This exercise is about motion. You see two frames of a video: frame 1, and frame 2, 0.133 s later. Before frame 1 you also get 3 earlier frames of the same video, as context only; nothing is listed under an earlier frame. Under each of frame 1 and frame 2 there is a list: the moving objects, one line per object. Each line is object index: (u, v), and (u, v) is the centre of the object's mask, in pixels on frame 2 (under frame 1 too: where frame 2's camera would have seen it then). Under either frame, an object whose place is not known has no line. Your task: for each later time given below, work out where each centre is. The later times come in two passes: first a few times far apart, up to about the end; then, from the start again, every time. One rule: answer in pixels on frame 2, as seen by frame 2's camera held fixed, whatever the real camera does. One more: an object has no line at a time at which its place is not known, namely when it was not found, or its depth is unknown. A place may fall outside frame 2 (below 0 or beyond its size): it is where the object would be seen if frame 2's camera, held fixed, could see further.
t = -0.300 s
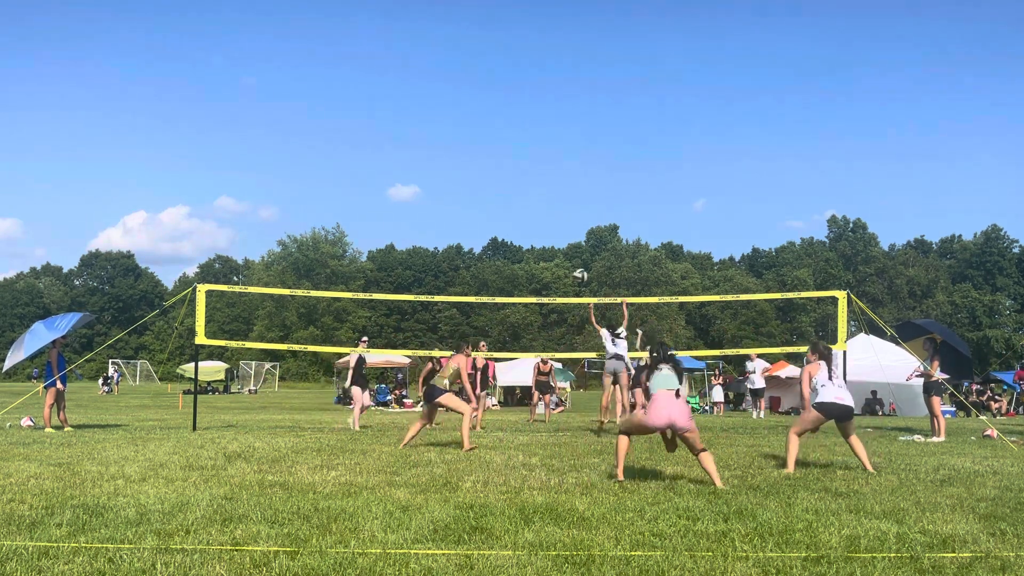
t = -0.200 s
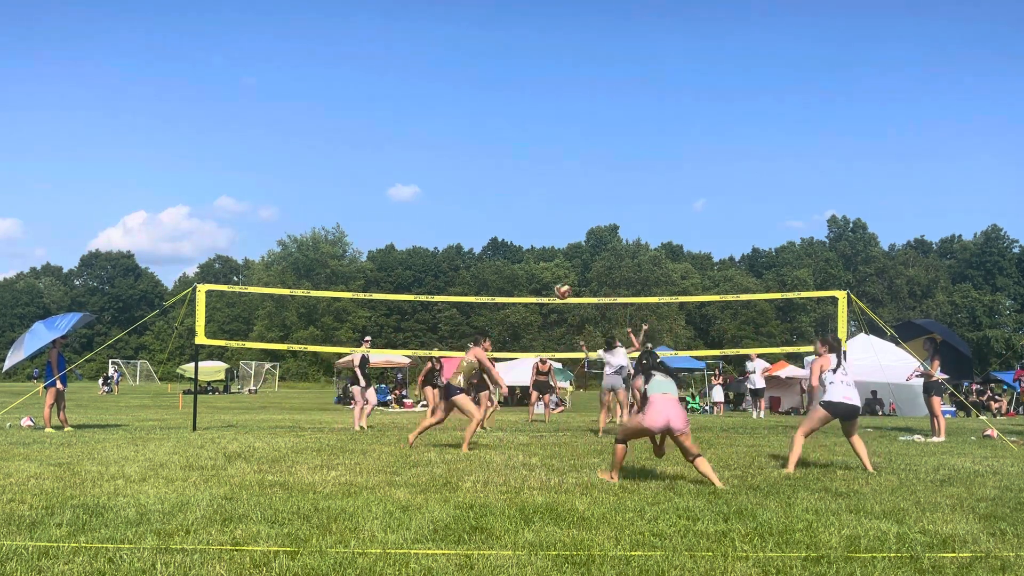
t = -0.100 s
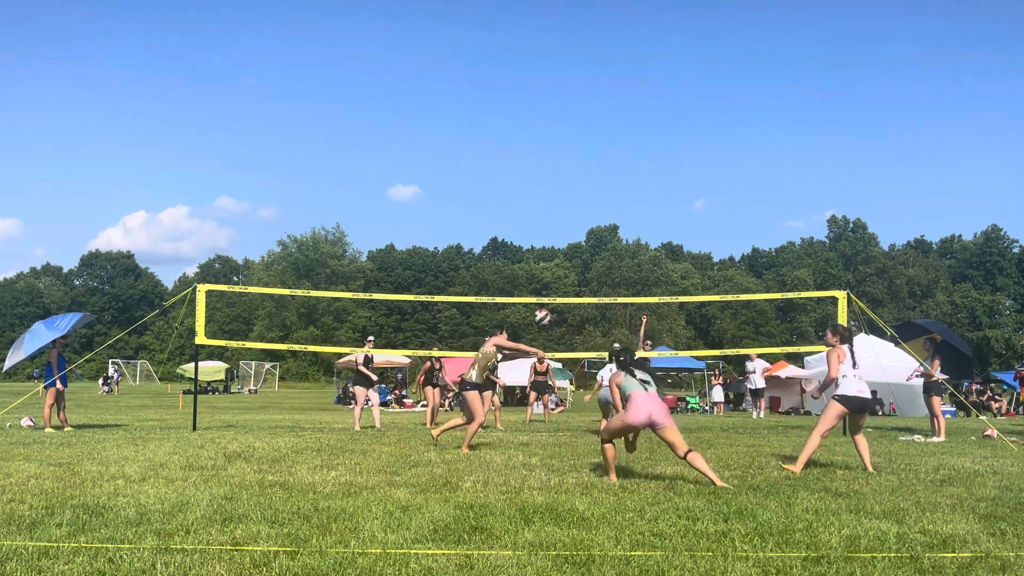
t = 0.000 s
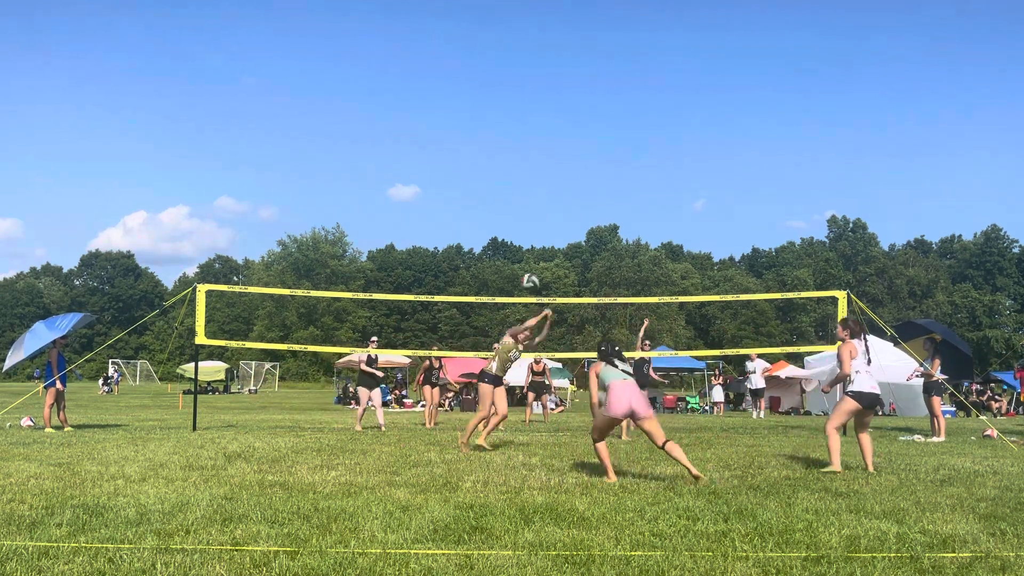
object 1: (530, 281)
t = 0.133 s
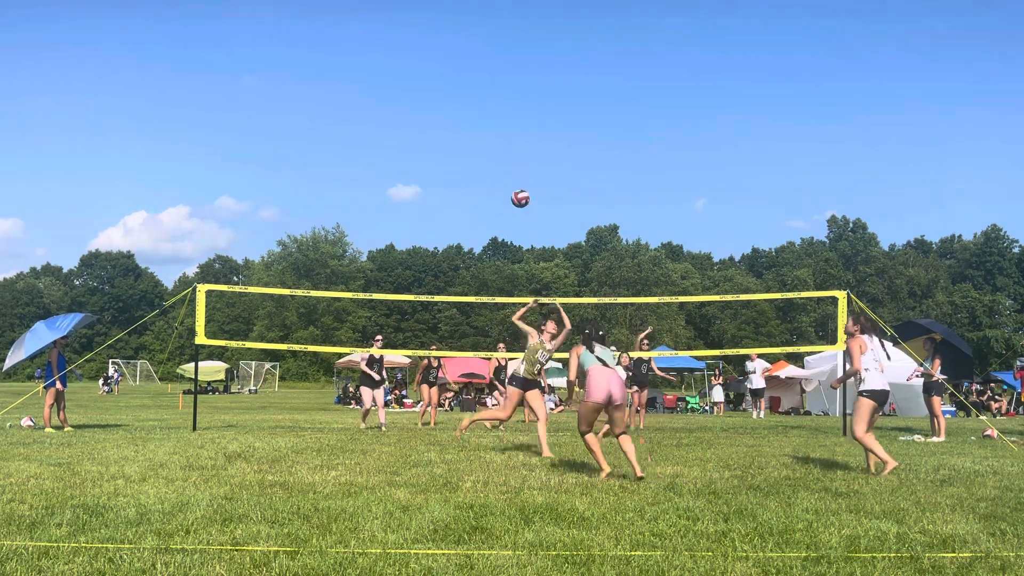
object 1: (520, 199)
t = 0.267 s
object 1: (511, 132)
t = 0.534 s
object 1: (495, 46)
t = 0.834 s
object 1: (477, 22)
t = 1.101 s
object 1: (462, 60)
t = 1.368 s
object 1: (449, 156)
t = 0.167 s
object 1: (518, 180)
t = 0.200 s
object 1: (516, 163)
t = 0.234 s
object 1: (514, 147)
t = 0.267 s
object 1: (511, 132)
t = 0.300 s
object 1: (509, 117)
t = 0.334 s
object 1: (507, 105)
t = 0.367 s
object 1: (505, 92)
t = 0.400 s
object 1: (503, 81)
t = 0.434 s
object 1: (501, 71)
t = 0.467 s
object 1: (499, 62)
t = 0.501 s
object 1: (497, 54)
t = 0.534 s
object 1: (495, 46)
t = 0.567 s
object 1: (493, 40)
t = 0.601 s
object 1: (491, 34)
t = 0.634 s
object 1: (489, 30)
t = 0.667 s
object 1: (487, 26)
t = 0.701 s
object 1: (485, 23)
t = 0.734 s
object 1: (483, 22)
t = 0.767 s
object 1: (481, 21)
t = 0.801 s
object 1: (479, 21)
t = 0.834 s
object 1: (477, 22)
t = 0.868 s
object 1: (475, 23)
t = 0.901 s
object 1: (473, 26)
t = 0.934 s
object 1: (471, 29)
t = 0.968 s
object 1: (469, 34)
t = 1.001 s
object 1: (467, 39)
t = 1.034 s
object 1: (465, 45)
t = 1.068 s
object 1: (464, 52)
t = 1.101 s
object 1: (462, 60)
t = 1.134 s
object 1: (460, 69)
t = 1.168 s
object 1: (458, 79)
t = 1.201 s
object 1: (457, 90)
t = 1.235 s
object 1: (455, 102)
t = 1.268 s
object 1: (454, 114)
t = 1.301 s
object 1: (452, 127)
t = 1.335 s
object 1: (450, 141)
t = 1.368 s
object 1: (449, 156)
